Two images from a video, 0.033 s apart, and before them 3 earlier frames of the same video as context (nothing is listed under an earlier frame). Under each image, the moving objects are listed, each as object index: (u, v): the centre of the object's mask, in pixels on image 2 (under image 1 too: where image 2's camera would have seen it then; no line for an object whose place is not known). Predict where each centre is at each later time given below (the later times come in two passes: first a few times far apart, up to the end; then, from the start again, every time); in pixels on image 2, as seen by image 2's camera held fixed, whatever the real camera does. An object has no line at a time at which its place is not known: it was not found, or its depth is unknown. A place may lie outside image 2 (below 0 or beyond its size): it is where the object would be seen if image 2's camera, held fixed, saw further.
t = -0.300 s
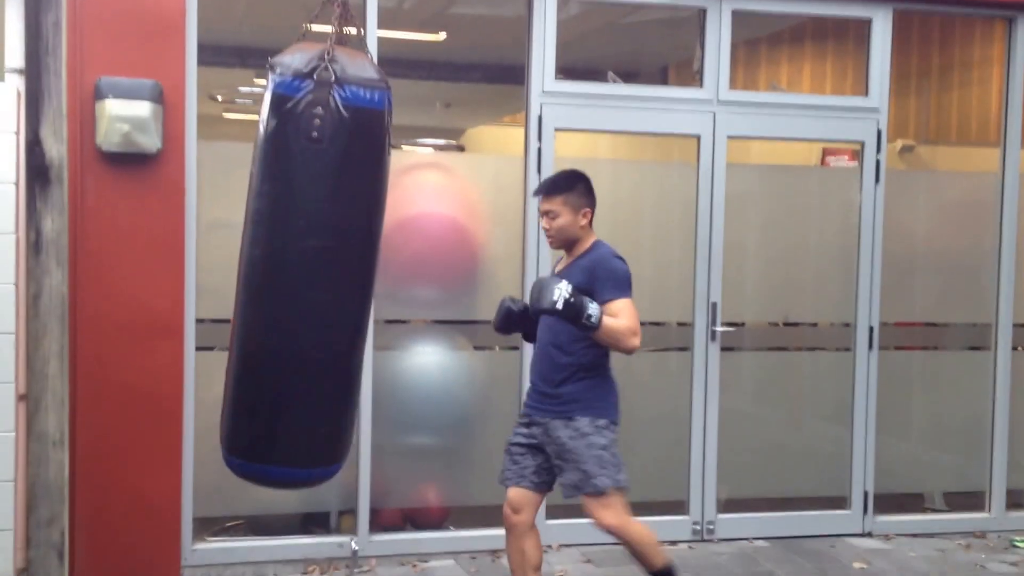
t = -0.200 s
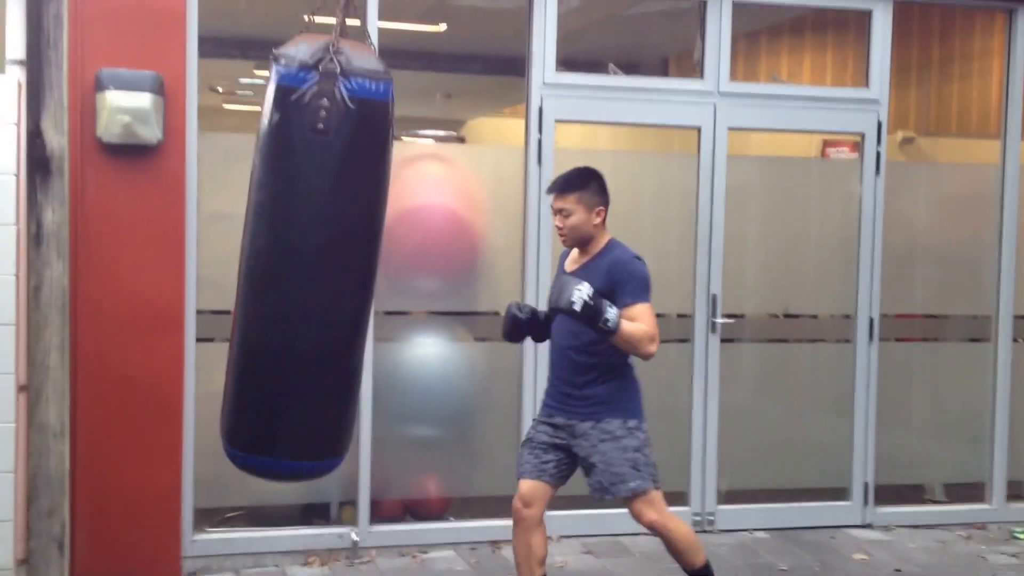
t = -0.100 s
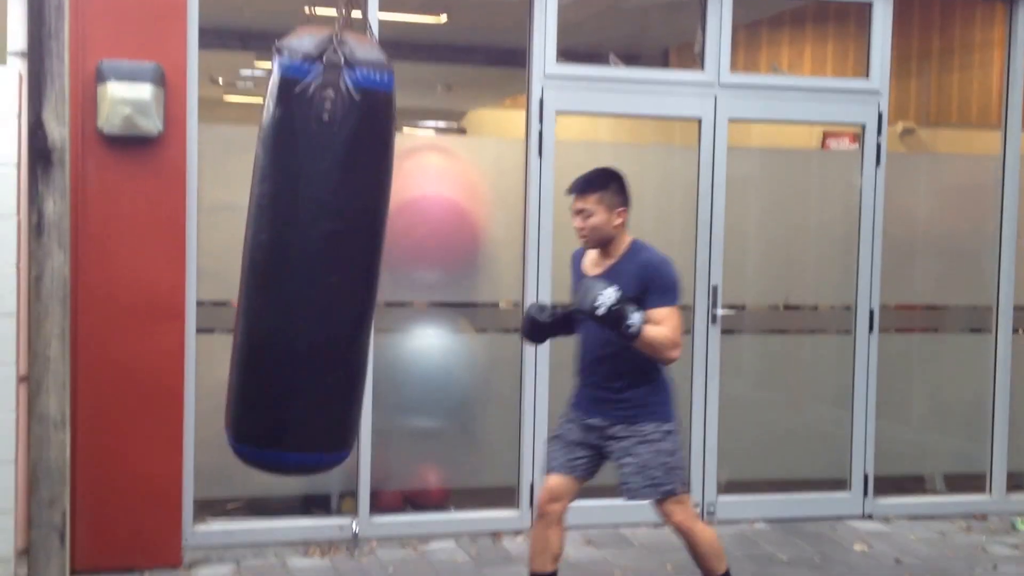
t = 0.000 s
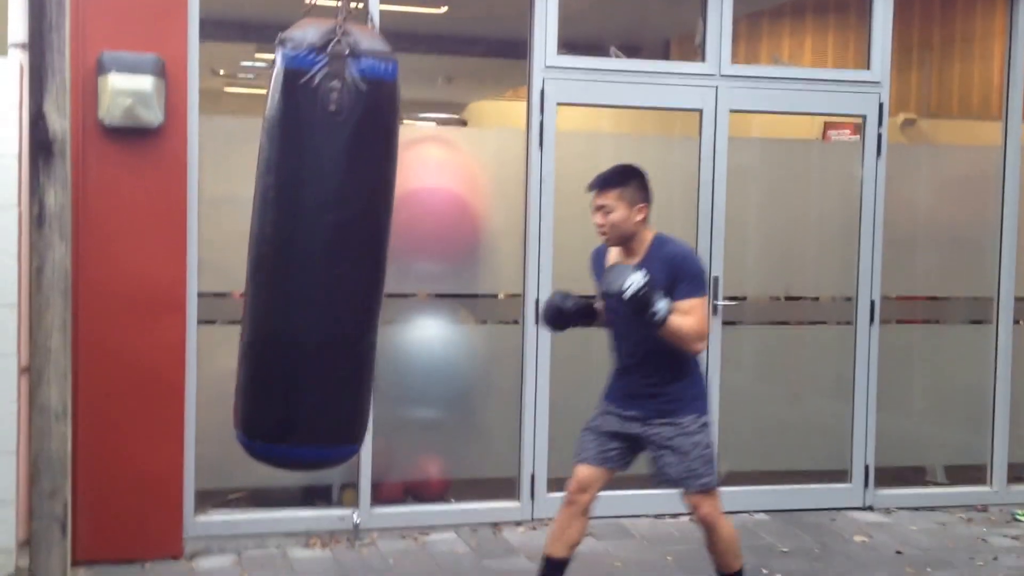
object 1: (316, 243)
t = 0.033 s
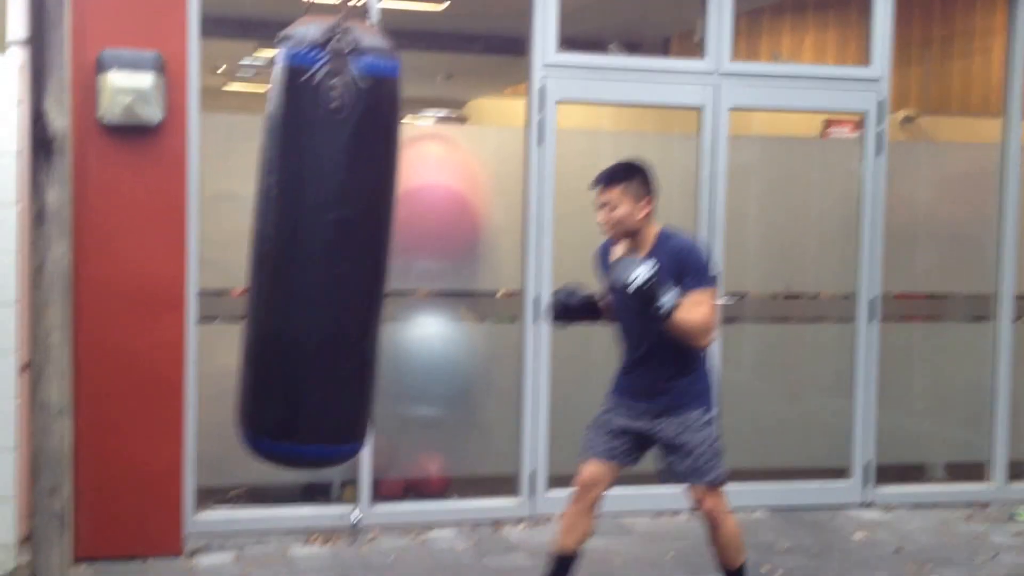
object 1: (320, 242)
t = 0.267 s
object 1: (341, 249)
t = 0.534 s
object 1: (368, 257)
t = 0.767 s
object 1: (385, 259)
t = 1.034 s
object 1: (389, 259)
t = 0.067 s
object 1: (322, 243)
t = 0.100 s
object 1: (326, 245)
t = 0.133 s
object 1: (328, 245)
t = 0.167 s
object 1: (331, 246)
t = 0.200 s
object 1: (334, 248)
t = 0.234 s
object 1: (338, 248)
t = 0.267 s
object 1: (341, 249)
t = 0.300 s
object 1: (344, 250)
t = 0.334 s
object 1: (347, 252)
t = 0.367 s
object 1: (351, 252)
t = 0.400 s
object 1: (355, 253)
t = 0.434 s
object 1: (358, 253)
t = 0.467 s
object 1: (362, 255)
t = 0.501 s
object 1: (365, 255)
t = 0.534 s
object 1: (368, 257)
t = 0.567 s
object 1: (371, 257)
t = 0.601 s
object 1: (374, 258)
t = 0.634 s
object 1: (376, 258)
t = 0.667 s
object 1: (379, 259)
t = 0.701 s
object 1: (380, 259)
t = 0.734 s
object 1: (384, 259)
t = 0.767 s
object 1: (385, 259)
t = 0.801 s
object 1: (387, 259)
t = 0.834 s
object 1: (388, 259)
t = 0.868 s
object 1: (389, 260)
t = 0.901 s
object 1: (390, 260)
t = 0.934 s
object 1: (390, 260)
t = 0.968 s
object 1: (390, 260)
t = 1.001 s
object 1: (390, 259)
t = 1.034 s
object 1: (389, 259)
